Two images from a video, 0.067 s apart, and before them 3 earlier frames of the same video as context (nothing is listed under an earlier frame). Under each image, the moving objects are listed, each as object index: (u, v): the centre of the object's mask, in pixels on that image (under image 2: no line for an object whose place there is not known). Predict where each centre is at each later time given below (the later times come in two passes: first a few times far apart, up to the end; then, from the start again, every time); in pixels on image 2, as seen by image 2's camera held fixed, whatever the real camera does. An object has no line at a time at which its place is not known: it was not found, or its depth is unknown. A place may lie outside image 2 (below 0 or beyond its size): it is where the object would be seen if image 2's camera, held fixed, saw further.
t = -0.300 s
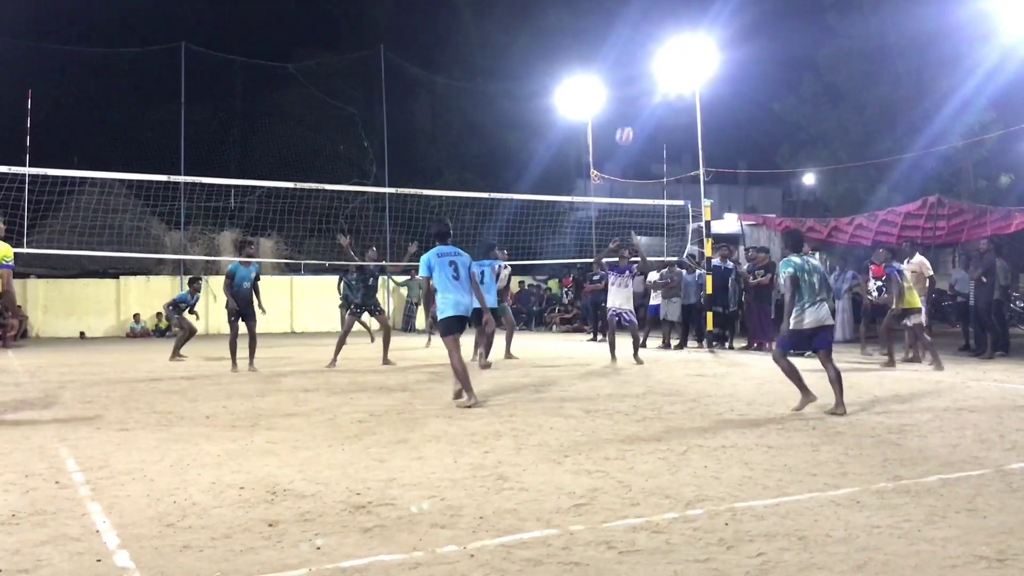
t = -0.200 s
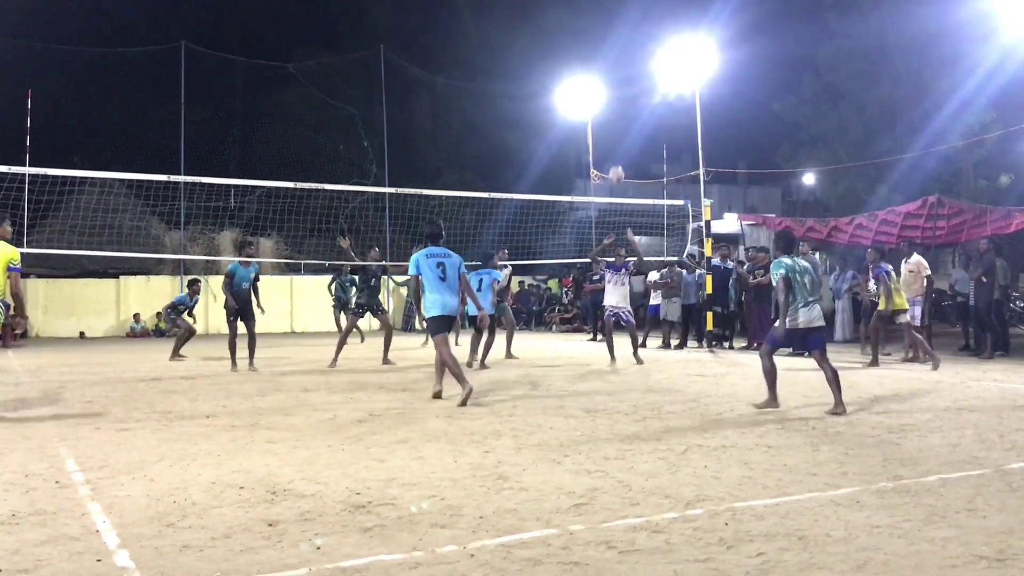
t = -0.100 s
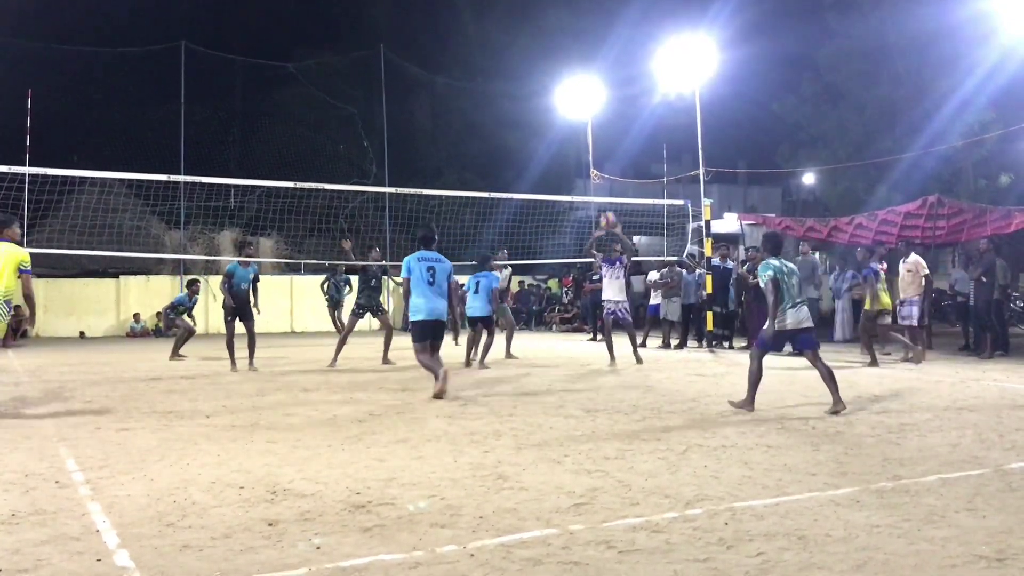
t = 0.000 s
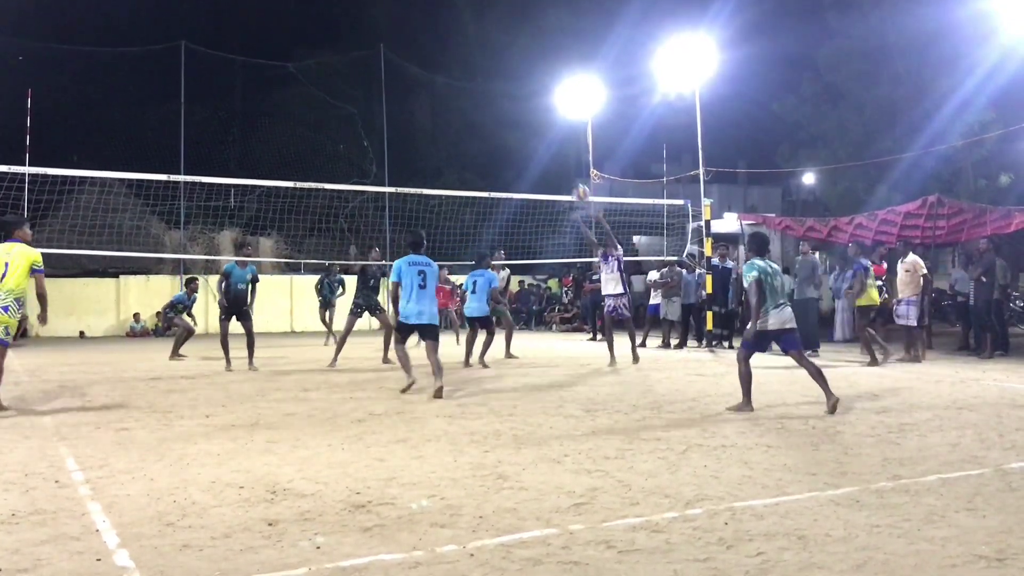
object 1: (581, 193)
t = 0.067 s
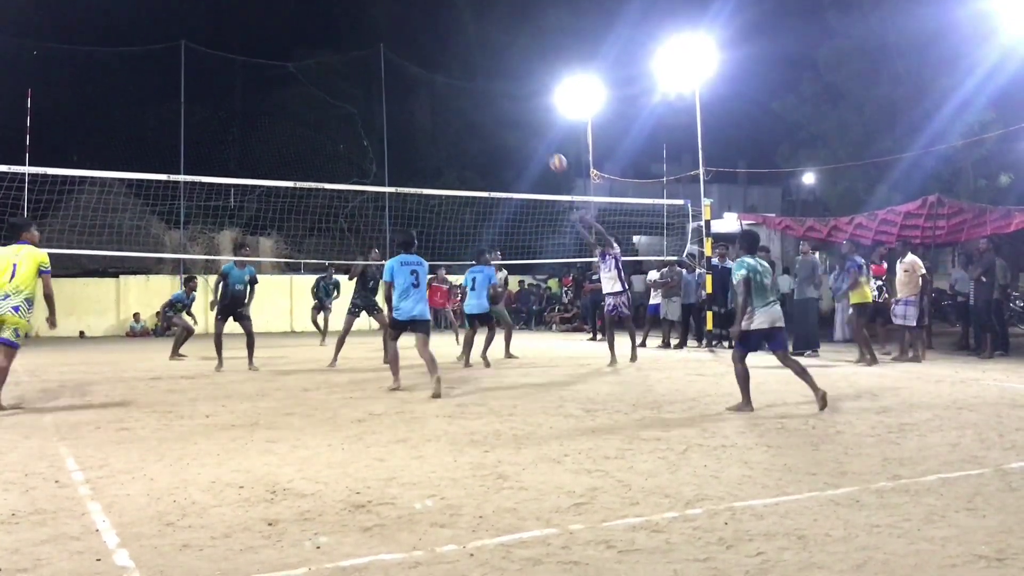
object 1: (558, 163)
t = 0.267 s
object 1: (484, 87)
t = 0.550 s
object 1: (376, 32)
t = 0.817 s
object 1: (272, 39)
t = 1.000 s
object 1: (199, 80)
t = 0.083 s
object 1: (552, 155)
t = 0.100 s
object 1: (545, 148)
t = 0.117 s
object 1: (540, 142)
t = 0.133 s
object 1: (534, 135)
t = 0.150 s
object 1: (527, 128)
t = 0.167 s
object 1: (521, 122)
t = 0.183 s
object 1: (515, 115)
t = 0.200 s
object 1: (509, 109)
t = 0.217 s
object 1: (503, 104)
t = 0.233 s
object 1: (496, 98)
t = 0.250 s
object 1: (490, 93)
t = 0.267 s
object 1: (484, 87)
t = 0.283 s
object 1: (477, 82)
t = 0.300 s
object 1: (471, 78)
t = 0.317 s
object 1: (465, 73)
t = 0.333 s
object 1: (459, 69)
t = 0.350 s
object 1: (452, 65)
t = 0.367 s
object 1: (446, 61)
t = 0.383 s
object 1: (440, 57)
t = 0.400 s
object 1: (433, 53)
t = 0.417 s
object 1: (427, 50)
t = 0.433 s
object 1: (421, 47)
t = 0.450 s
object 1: (415, 44)
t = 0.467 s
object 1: (408, 41)
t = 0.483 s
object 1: (402, 39)
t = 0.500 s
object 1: (395, 37)
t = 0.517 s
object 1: (389, 35)
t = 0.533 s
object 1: (382, 33)
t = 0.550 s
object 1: (376, 32)
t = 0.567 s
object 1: (370, 30)
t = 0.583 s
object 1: (363, 29)
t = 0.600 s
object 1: (356, 28)
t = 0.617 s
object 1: (350, 28)
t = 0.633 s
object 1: (344, 27)
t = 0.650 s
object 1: (337, 27)
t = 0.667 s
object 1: (331, 27)
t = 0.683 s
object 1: (324, 28)
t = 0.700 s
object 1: (318, 28)
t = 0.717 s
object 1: (311, 29)
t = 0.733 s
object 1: (305, 30)
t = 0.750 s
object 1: (298, 32)
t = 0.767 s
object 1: (292, 33)
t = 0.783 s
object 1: (285, 35)
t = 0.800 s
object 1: (278, 37)
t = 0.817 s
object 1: (272, 39)
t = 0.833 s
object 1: (265, 42)
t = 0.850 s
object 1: (259, 44)
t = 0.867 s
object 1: (252, 47)
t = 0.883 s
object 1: (245, 50)
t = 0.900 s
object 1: (239, 54)
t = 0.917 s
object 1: (232, 57)
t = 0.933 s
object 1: (225, 62)
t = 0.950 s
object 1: (219, 66)
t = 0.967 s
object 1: (212, 70)
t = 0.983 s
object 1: (205, 75)
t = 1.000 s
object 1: (199, 80)
